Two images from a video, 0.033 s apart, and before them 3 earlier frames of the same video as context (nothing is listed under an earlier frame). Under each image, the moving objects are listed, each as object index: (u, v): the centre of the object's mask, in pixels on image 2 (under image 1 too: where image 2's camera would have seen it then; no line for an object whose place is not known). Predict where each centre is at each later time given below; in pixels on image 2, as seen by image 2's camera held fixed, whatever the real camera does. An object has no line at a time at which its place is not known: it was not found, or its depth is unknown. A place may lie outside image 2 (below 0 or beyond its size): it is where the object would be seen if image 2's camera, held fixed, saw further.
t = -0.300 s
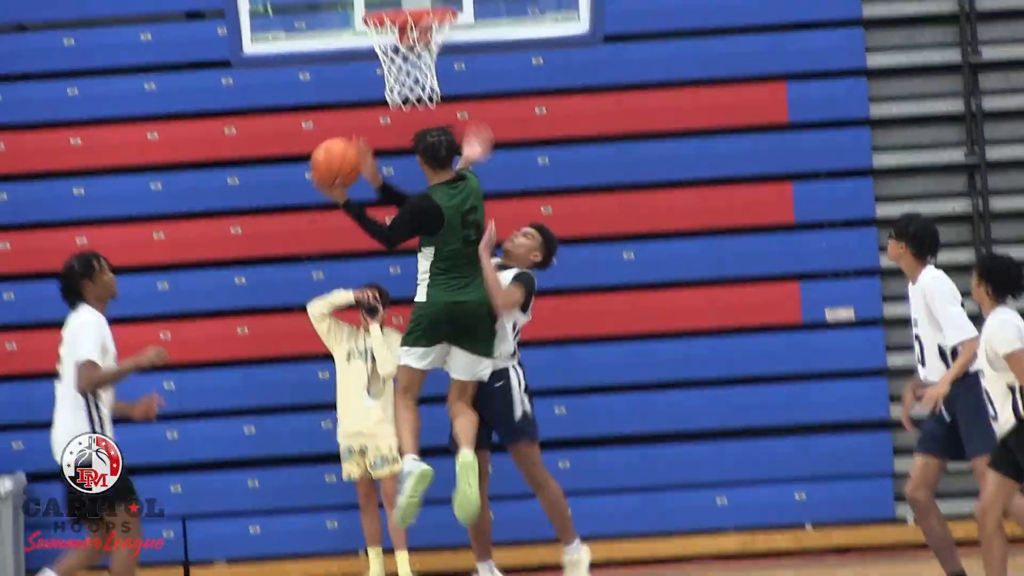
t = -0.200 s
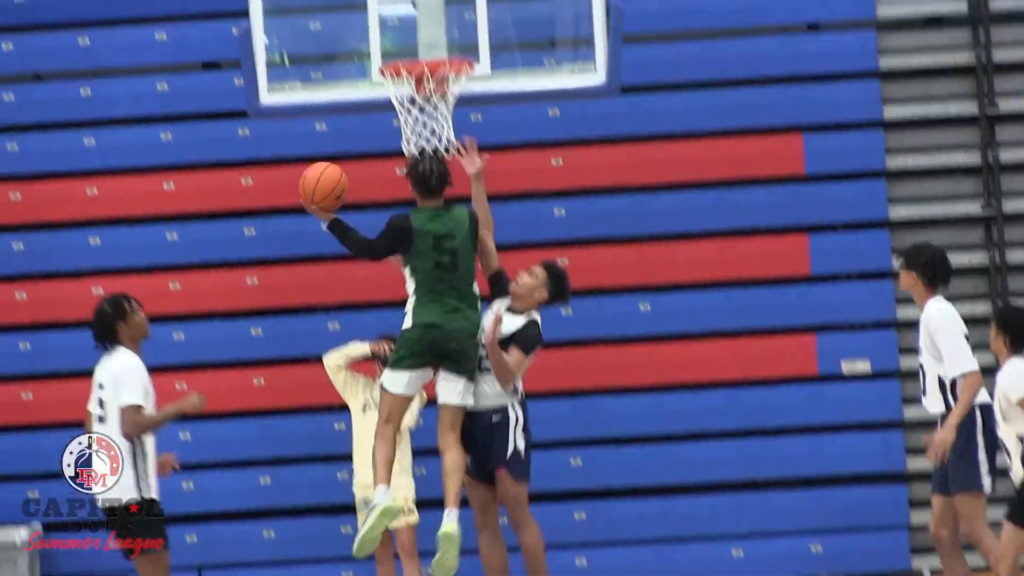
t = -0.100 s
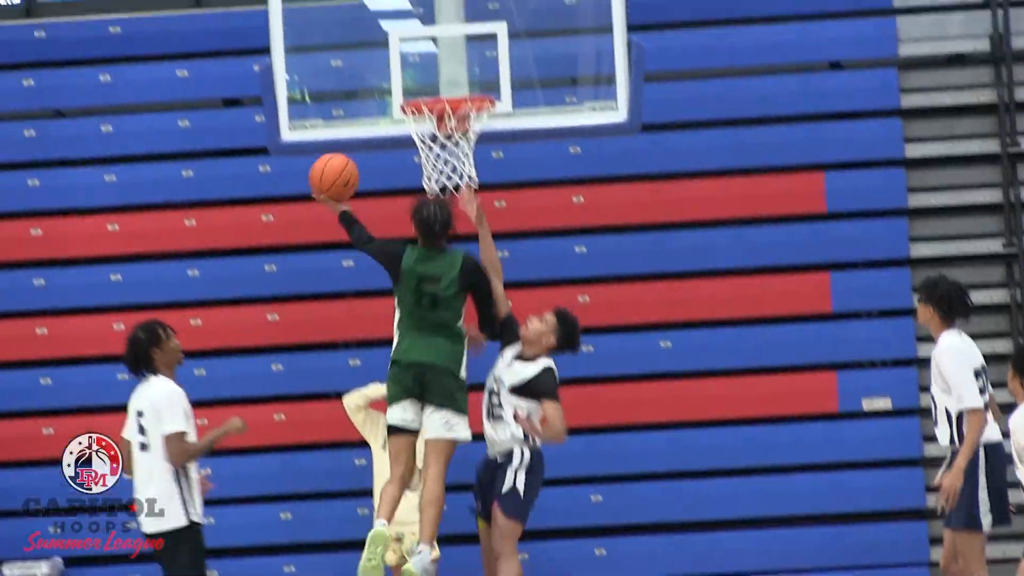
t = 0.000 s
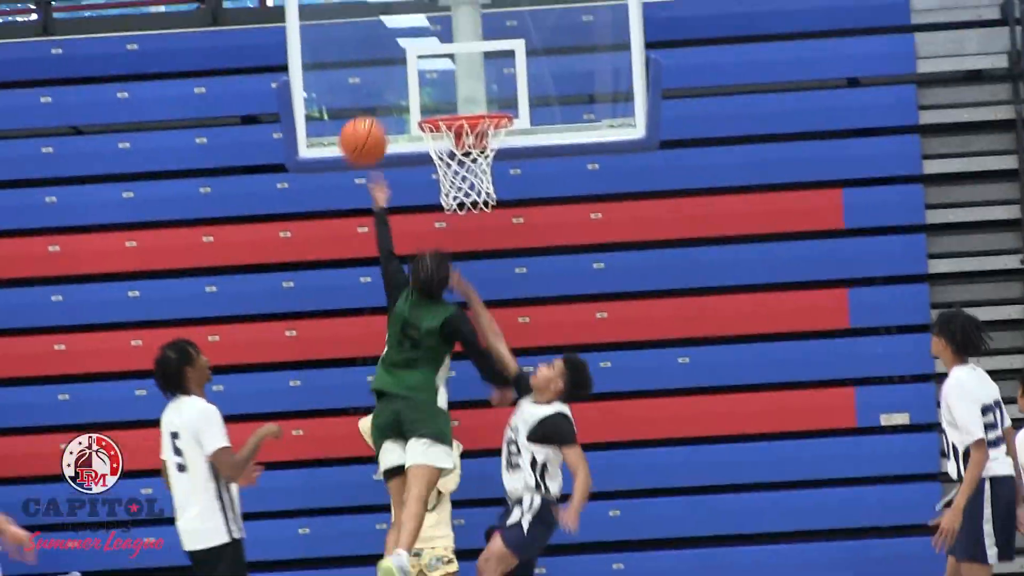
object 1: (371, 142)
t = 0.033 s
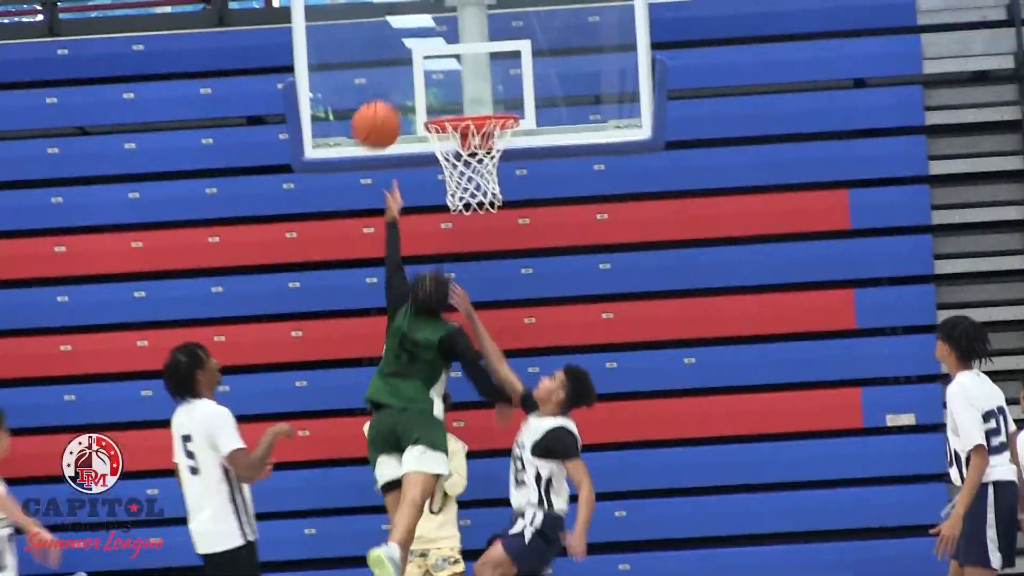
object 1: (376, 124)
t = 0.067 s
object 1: (383, 111)
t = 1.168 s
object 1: (476, 68)
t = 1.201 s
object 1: (475, 71)
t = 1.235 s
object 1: (475, 76)
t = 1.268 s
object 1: (474, 84)
